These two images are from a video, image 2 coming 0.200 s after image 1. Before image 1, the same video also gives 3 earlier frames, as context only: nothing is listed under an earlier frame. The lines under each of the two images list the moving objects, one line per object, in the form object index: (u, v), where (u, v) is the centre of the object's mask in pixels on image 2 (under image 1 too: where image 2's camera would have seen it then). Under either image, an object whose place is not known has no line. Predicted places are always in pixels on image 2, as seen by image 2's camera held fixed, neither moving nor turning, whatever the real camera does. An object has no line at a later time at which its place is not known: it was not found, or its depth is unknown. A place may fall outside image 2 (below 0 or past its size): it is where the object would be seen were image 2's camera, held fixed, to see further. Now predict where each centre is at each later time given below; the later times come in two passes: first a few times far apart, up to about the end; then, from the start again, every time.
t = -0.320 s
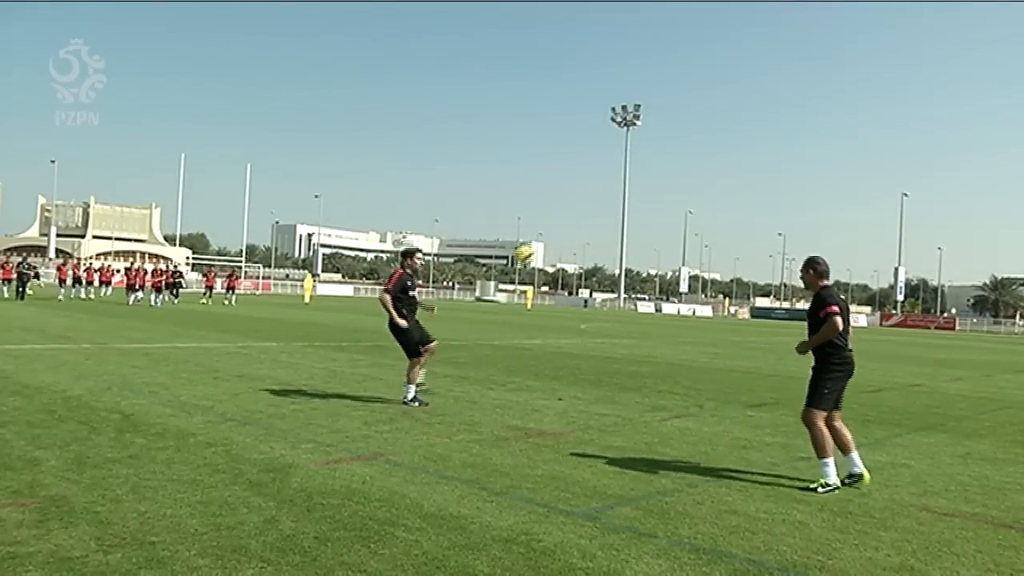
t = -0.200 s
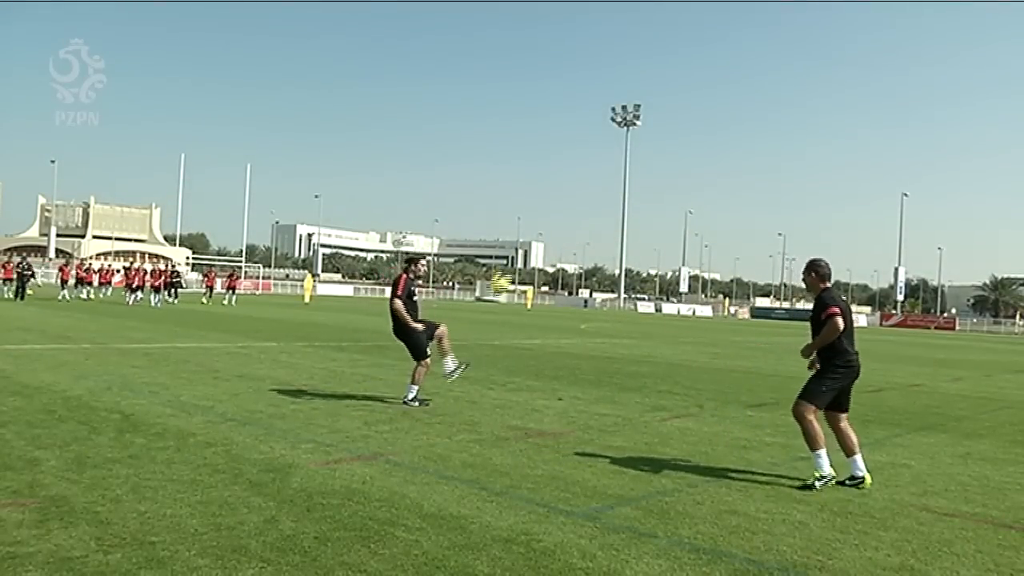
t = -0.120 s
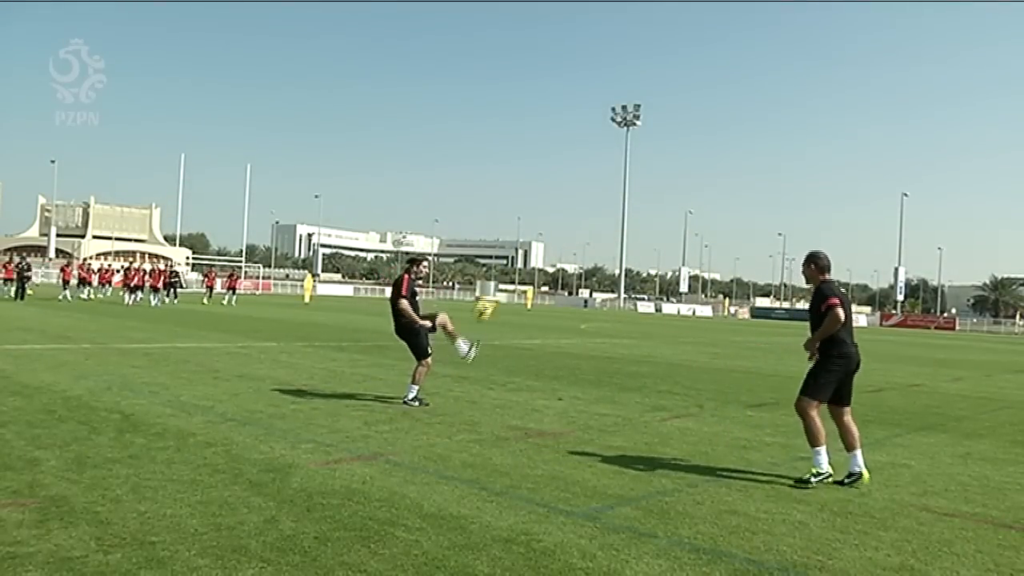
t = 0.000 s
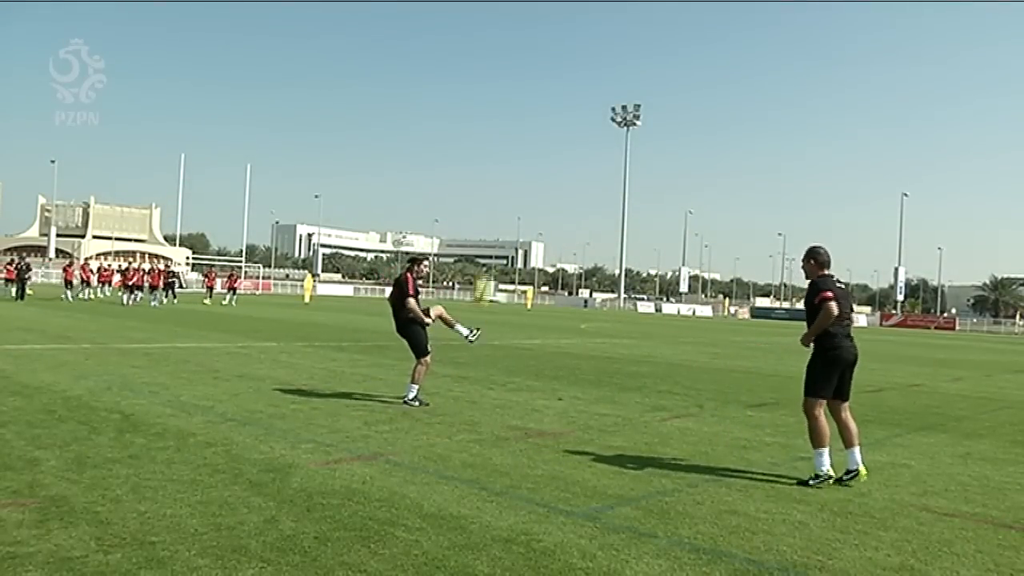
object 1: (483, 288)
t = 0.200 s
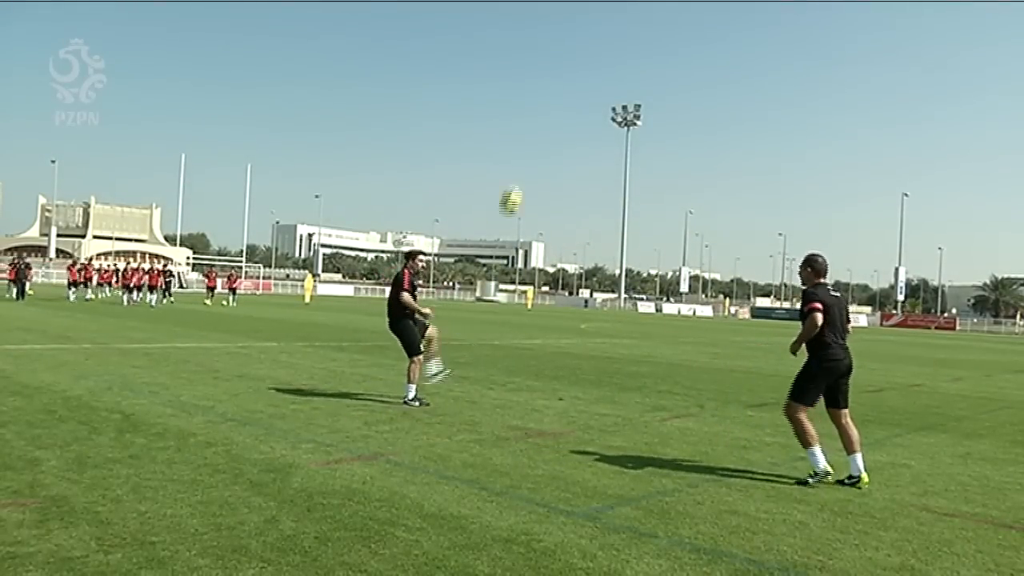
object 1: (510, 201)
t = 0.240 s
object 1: (516, 185)
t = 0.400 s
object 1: (539, 137)
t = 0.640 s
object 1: (577, 102)
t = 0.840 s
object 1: (610, 118)
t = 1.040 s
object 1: (645, 182)
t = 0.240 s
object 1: (516, 185)
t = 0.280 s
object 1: (521, 171)
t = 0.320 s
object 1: (528, 158)
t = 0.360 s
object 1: (533, 147)
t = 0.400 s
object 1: (539, 137)
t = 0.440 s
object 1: (545, 127)
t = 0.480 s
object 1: (552, 120)
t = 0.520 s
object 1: (558, 113)
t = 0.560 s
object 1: (564, 108)
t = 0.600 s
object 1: (570, 105)
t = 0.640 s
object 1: (577, 102)
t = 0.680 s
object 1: (583, 102)
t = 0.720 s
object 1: (590, 103)
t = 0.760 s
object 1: (596, 106)
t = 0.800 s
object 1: (603, 111)
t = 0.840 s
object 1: (610, 118)
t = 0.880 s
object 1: (616, 127)
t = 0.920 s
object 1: (623, 136)
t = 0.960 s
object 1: (631, 150)
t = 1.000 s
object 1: (638, 165)
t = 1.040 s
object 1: (645, 182)
